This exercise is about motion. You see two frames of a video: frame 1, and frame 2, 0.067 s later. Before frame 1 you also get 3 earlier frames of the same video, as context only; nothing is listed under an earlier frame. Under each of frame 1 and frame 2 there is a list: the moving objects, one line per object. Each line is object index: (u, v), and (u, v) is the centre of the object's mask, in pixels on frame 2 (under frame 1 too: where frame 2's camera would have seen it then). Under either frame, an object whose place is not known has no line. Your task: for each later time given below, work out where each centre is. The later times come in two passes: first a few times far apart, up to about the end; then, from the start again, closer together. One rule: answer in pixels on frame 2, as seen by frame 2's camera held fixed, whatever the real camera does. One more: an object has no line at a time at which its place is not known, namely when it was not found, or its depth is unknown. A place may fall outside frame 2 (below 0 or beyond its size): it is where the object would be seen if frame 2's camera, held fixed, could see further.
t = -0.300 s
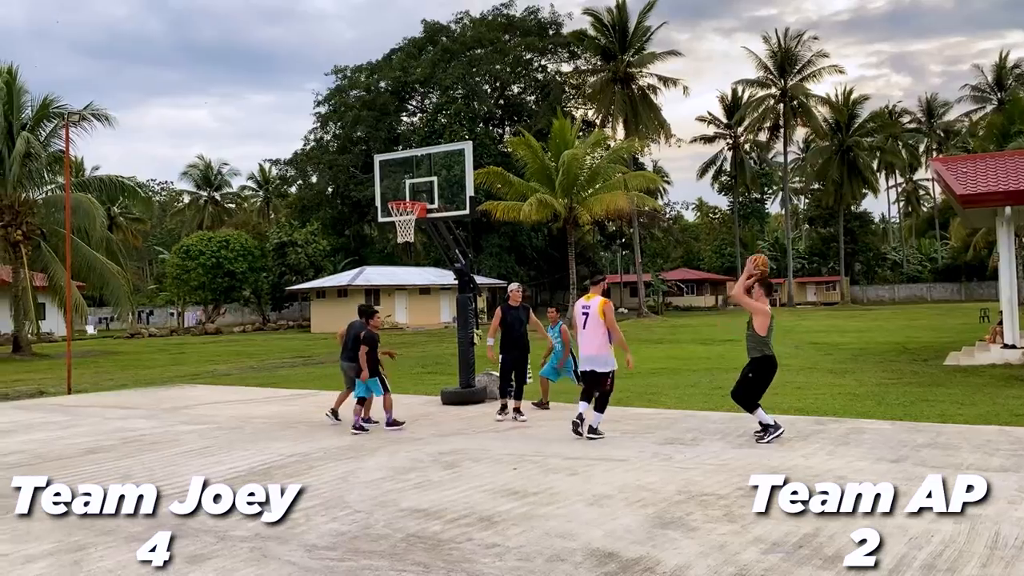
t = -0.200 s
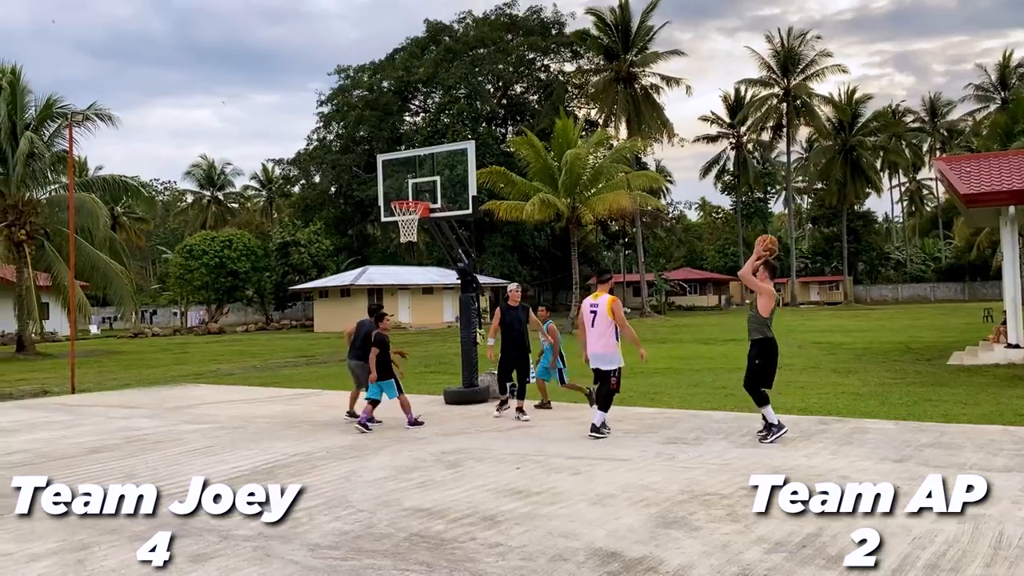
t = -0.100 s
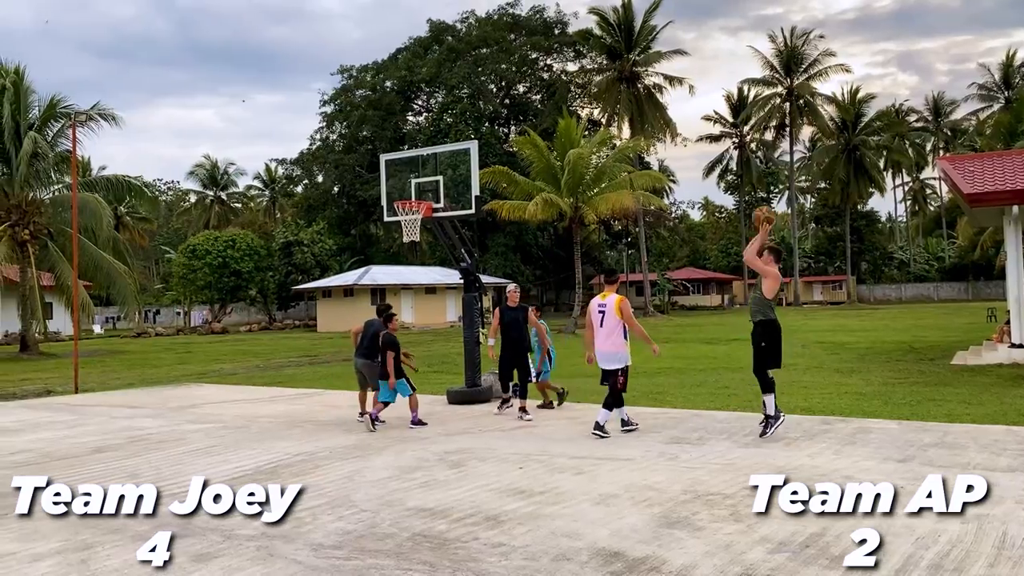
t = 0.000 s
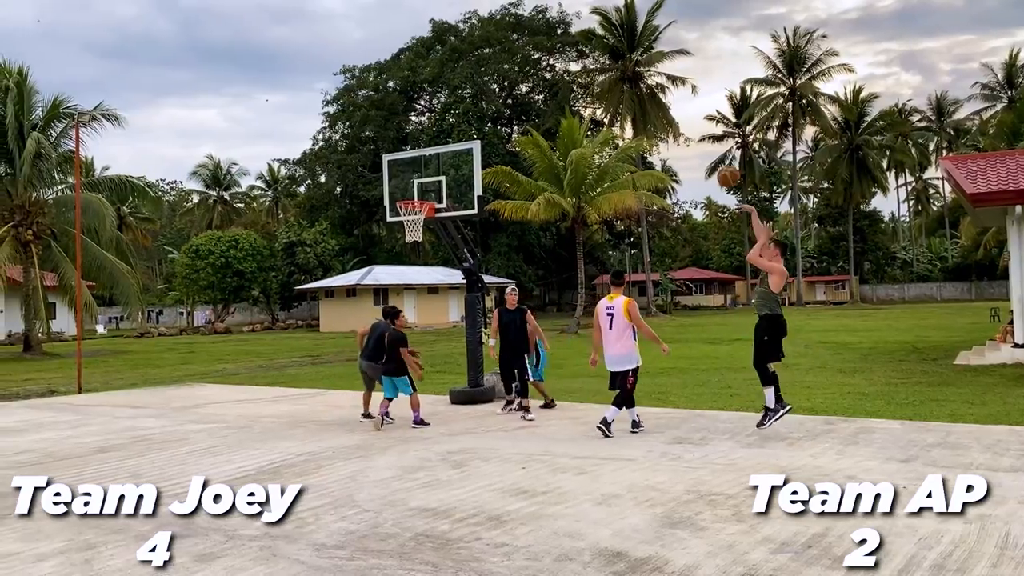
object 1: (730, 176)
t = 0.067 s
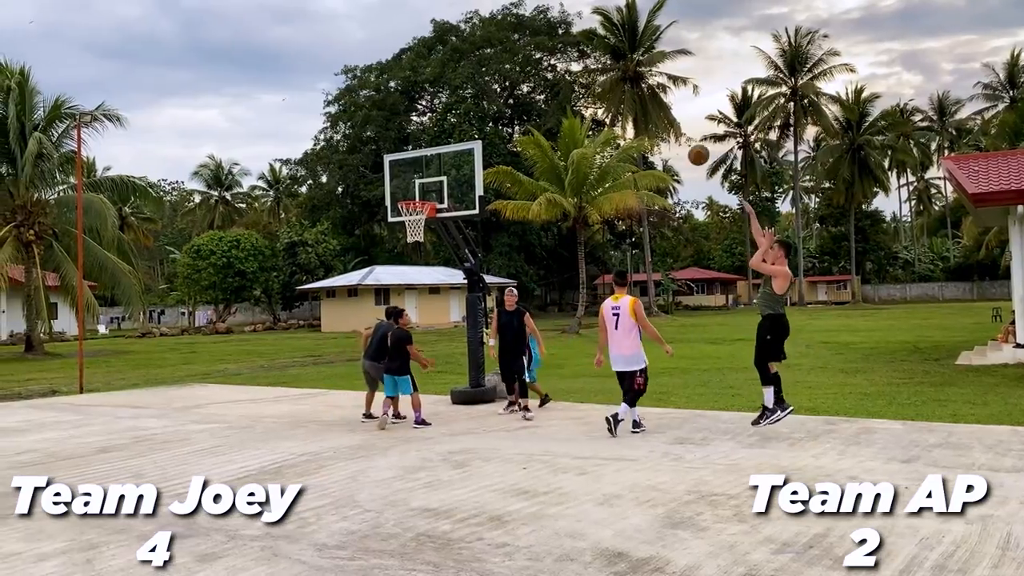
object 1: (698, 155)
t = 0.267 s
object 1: (614, 117)
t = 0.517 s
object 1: (526, 115)
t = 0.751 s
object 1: (458, 152)
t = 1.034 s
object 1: (405, 224)
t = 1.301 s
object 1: (407, 274)
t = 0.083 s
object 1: (691, 150)
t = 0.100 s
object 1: (684, 146)
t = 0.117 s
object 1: (676, 142)
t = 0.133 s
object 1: (669, 138)
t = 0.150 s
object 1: (661, 134)
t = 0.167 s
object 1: (655, 131)
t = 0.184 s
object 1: (648, 128)
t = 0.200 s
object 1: (641, 126)
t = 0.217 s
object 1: (634, 122)
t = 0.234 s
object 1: (628, 120)
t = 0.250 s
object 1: (620, 118)
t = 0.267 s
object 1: (614, 117)
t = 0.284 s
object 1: (609, 115)
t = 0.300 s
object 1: (602, 114)
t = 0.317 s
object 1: (597, 113)
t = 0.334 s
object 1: (590, 110)
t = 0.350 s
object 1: (584, 111)
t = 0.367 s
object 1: (578, 110)
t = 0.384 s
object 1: (571, 110)
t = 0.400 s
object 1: (566, 110)
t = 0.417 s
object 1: (560, 109)
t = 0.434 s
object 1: (554, 110)
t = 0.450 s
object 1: (548, 111)
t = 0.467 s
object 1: (543, 112)
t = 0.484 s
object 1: (537, 113)
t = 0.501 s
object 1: (532, 114)
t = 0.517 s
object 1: (526, 115)
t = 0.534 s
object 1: (521, 117)
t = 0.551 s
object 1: (516, 118)
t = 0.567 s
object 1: (511, 119)
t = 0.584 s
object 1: (506, 122)
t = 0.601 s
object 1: (501, 125)
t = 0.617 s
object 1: (495, 127)
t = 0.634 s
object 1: (491, 129)
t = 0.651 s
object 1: (486, 132)
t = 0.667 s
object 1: (482, 135)
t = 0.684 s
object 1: (476, 139)
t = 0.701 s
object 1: (471, 141)
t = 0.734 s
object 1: (463, 148)
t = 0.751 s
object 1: (458, 152)
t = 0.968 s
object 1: (400, 212)
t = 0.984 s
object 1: (401, 214)
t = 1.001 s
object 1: (402, 216)
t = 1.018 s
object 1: (401, 218)
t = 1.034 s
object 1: (405, 224)
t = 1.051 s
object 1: (407, 228)
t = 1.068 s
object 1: (405, 228)
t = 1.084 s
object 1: (405, 230)
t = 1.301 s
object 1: (407, 274)
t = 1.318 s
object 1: (407, 279)
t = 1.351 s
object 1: (408, 289)
